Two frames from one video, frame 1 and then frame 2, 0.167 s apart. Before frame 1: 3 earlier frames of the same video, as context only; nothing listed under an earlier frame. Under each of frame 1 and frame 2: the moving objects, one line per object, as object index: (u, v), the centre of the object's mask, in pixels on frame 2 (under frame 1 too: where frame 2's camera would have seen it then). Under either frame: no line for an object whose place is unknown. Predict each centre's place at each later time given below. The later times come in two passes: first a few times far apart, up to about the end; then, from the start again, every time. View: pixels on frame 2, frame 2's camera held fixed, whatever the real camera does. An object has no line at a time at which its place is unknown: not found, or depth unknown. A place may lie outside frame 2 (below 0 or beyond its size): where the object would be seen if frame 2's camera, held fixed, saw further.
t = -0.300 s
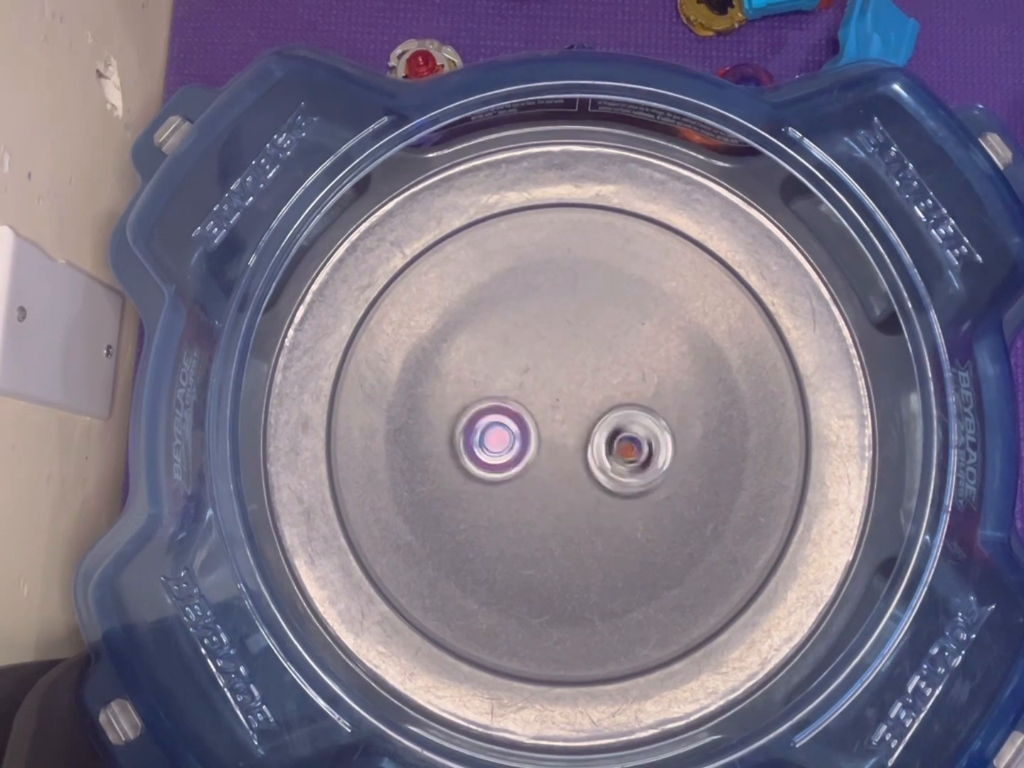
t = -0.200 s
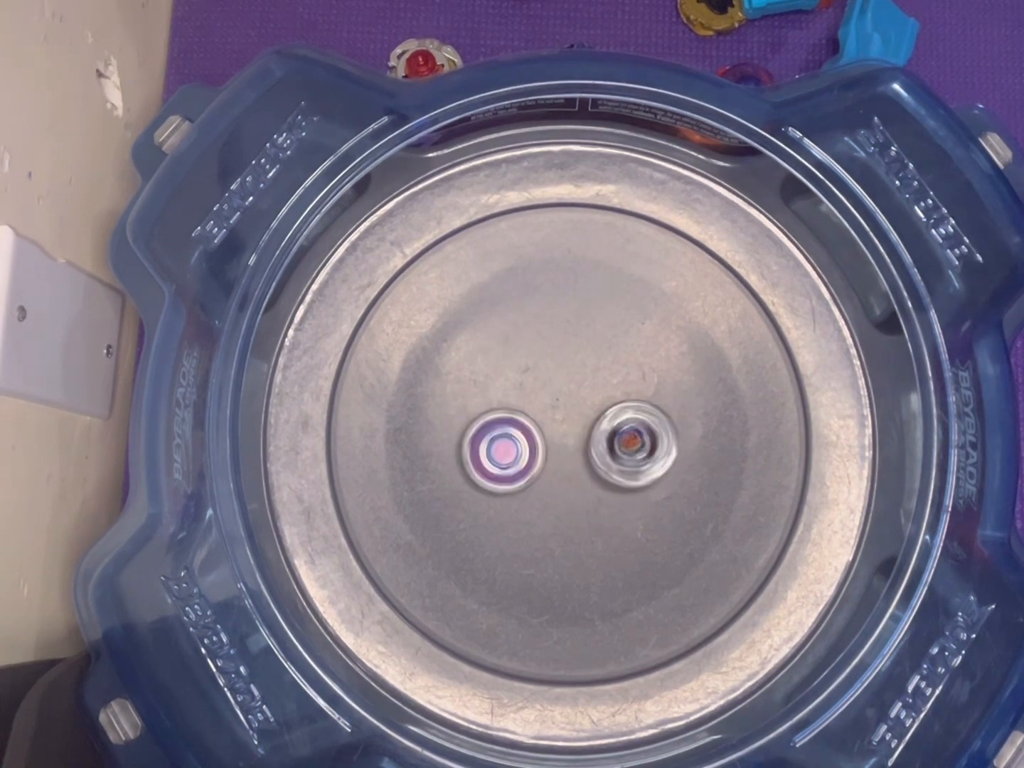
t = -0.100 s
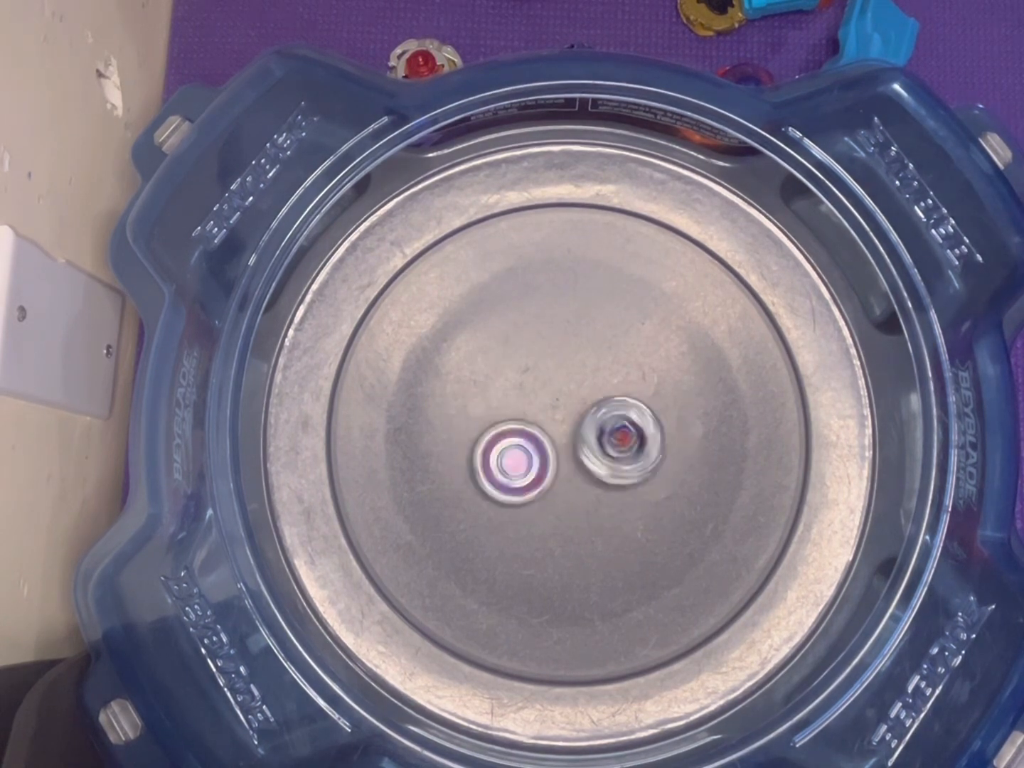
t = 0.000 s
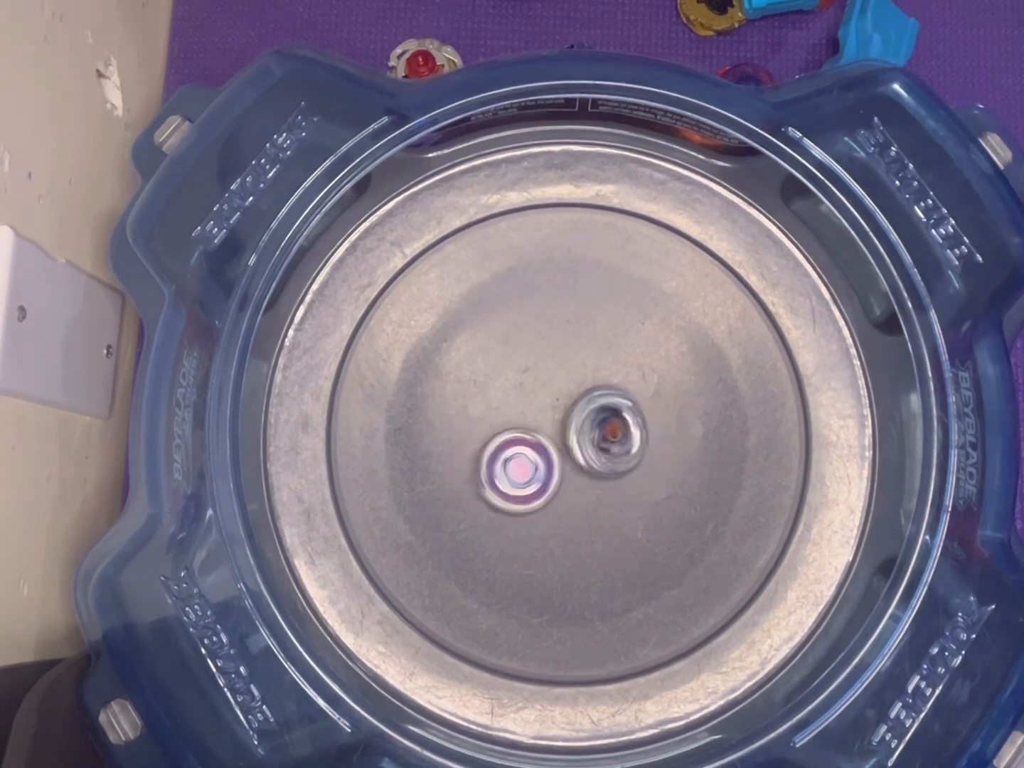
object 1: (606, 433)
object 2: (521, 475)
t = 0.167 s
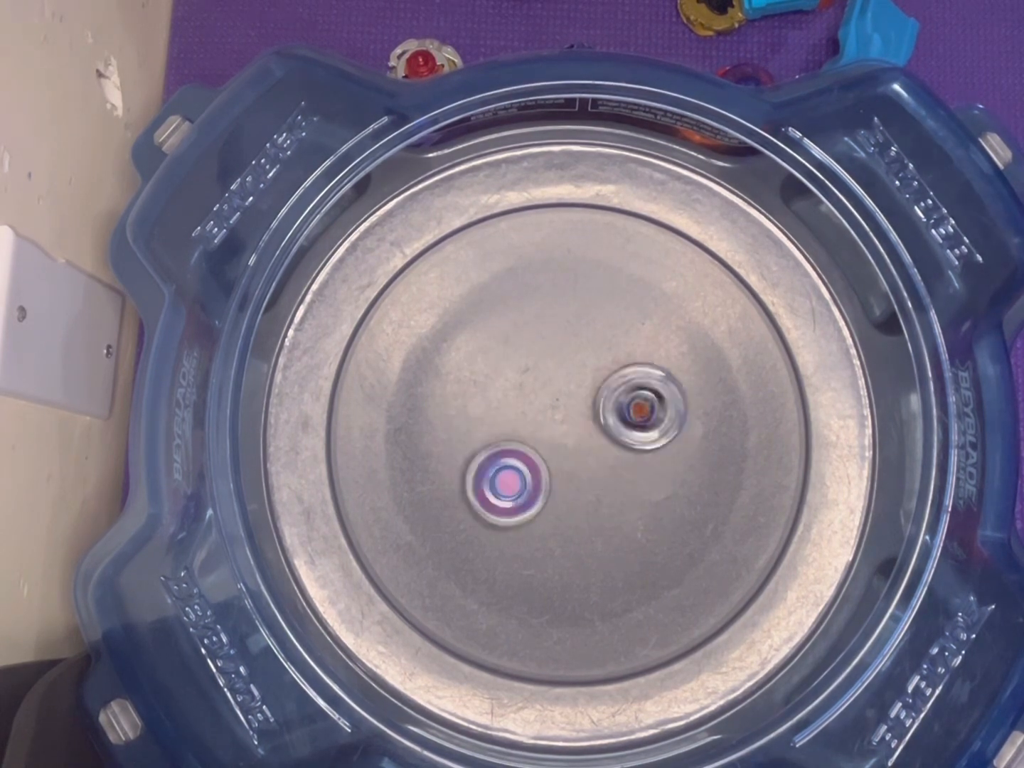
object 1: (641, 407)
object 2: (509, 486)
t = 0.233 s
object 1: (649, 406)
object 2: (511, 489)
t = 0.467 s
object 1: (623, 414)
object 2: (531, 486)
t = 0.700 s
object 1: (576, 377)
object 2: (527, 496)
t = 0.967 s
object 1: (547, 365)
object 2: (539, 494)
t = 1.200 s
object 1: (561, 387)
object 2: (555, 499)
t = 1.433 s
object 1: (597, 403)
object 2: (567, 511)
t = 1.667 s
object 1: (597, 405)
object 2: (572, 498)
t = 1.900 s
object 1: (597, 402)
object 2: (574, 483)
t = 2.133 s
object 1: (592, 398)
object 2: (564, 481)
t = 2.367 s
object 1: (596, 395)
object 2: (555, 469)
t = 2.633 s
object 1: (594, 392)
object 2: (536, 461)
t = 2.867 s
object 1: (586, 387)
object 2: (544, 462)
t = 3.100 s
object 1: (585, 386)
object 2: (561, 468)
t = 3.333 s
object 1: (584, 390)
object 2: (554, 480)
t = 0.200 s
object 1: (646, 405)
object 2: (511, 487)
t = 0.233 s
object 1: (649, 406)
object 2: (511, 489)
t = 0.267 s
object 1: (646, 409)
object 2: (513, 489)
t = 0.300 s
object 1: (646, 408)
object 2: (515, 490)
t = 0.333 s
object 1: (647, 412)
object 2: (519, 490)
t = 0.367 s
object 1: (643, 415)
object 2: (519, 490)
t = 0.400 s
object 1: (635, 414)
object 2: (524, 489)
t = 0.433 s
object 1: (632, 412)
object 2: (526, 488)
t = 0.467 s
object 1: (623, 414)
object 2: (531, 486)
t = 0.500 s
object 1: (610, 414)
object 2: (533, 485)
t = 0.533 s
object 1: (598, 409)
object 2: (539, 482)
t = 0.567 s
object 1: (589, 408)
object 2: (540, 480)
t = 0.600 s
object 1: (589, 397)
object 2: (532, 489)
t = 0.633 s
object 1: (587, 386)
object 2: (526, 493)
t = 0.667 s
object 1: (580, 379)
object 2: (527, 495)
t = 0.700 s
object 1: (576, 377)
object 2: (527, 496)
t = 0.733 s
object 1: (571, 375)
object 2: (528, 497)
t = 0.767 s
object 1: (564, 375)
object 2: (528, 499)
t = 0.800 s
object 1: (559, 372)
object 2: (530, 498)
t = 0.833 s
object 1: (553, 367)
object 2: (531, 499)
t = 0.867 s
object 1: (549, 364)
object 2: (533, 497)
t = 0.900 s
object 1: (548, 362)
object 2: (534, 498)
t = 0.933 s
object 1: (548, 362)
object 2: (536, 493)
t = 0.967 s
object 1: (547, 365)
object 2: (539, 494)
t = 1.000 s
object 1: (544, 368)
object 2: (541, 490)
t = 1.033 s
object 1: (546, 370)
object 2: (544, 488)
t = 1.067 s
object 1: (545, 378)
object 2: (548, 485)
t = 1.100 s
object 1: (546, 385)
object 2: (550, 482)
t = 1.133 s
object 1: (545, 391)
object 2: (554, 480)
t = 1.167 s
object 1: (551, 390)
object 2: (554, 489)
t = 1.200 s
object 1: (561, 387)
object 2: (555, 499)
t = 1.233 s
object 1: (570, 386)
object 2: (557, 502)
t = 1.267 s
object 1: (578, 388)
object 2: (558, 503)
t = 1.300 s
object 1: (586, 393)
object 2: (560, 504)
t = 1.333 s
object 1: (592, 398)
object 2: (563, 508)
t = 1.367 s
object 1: (595, 400)
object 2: (563, 507)
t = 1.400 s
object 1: (596, 401)
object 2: (565, 508)
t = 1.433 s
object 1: (597, 403)
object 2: (567, 511)
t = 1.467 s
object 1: (597, 405)
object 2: (568, 508)
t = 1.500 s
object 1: (597, 405)
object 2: (569, 510)
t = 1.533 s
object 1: (597, 405)
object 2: (568, 507)
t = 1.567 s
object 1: (597, 405)
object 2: (570, 504)
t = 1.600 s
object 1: (597, 405)
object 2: (570, 503)
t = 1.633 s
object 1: (597, 405)
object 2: (571, 499)
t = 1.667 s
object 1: (597, 405)
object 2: (572, 498)
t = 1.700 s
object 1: (597, 405)
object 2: (571, 494)
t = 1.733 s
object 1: (597, 405)
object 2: (574, 490)
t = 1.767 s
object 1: (597, 405)
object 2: (576, 488)
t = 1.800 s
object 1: (597, 404)
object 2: (577, 485)
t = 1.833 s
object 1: (598, 403)
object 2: (575, 484)
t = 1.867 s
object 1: (597, 402)
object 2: (575, 484)
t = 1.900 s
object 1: (597, 402)
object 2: (574, 483)
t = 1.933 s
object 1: (596, 402)
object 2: (573, 483)
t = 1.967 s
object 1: (597, 401)
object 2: (572, 485)
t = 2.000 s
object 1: (597, 401)
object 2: (568, 485)
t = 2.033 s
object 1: (595, 401)
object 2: (566, 483)
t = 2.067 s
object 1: (594, 400)
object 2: (567, 483)
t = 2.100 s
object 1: (593, 399)
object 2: (565, 483)
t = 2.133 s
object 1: (592, 398)
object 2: (564, 481)
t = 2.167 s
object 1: (592, 397)
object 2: (563, 478)
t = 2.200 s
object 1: (591, 397)
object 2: (563, 476)
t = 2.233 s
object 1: (594, 395)
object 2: (559, 476)
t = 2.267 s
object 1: (596, 395)
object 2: (556, 474)
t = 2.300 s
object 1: (597, 396)
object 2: (554, 469)
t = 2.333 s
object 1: (597, 395)
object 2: (555, 468)
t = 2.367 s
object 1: (596, 395)
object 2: (555, 469)
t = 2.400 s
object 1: (595, 394)
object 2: (552, 466)
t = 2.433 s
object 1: (595, 392)
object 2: (553, 463)
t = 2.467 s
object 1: (597, 389)
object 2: (548, 465)
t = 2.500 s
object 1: (596, 391)
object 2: (546, 462)
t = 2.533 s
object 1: (594, 392)
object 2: (548, 460)
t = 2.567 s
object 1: (596, 390)
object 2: (543, 465)
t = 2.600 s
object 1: (596, 390)
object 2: (537, 463)
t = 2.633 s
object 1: (594, 392)
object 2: (536, 461)
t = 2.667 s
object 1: (593, 391)
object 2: (538, 460)
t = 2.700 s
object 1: (592, 391)
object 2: (542, 463)
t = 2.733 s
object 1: (590, 389)
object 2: (540, 464)
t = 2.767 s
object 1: (588, 388)
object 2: (542, 465)
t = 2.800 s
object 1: (586, 385)
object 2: (541, 464)
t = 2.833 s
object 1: (586, 385)
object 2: (542, 465)
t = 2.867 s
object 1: (586, 387)
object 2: (544, 462)
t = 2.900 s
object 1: (586, 387)
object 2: (547, 463)
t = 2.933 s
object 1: (586, 387)
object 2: (549, 465)
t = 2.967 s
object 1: (585, 386)
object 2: (552, 463)
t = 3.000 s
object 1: (586, 386)
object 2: (557, 463)
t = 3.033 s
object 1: (585, 386)
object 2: (559, 467)
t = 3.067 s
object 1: (585, 387)
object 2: (559, 469)
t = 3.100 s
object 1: (585, 386)
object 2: (561, 468)
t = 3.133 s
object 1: (586, 387)
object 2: (563, 470)
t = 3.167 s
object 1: (586, 389)
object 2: (559, 472)
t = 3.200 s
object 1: (584, 389)
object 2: (559, 474)
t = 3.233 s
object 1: (584, 390)
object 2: (563, 478)
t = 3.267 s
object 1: (584, 390)
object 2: (561, 482)
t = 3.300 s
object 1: (584, 390)
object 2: (557, 483)
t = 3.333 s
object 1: (584, 390)
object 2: (554, 480)
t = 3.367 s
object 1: (584, 390)
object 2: (555, 477)
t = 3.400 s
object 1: (584, 390)
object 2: (554, 479)
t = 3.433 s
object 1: (584, 390)
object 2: (551, 479)
